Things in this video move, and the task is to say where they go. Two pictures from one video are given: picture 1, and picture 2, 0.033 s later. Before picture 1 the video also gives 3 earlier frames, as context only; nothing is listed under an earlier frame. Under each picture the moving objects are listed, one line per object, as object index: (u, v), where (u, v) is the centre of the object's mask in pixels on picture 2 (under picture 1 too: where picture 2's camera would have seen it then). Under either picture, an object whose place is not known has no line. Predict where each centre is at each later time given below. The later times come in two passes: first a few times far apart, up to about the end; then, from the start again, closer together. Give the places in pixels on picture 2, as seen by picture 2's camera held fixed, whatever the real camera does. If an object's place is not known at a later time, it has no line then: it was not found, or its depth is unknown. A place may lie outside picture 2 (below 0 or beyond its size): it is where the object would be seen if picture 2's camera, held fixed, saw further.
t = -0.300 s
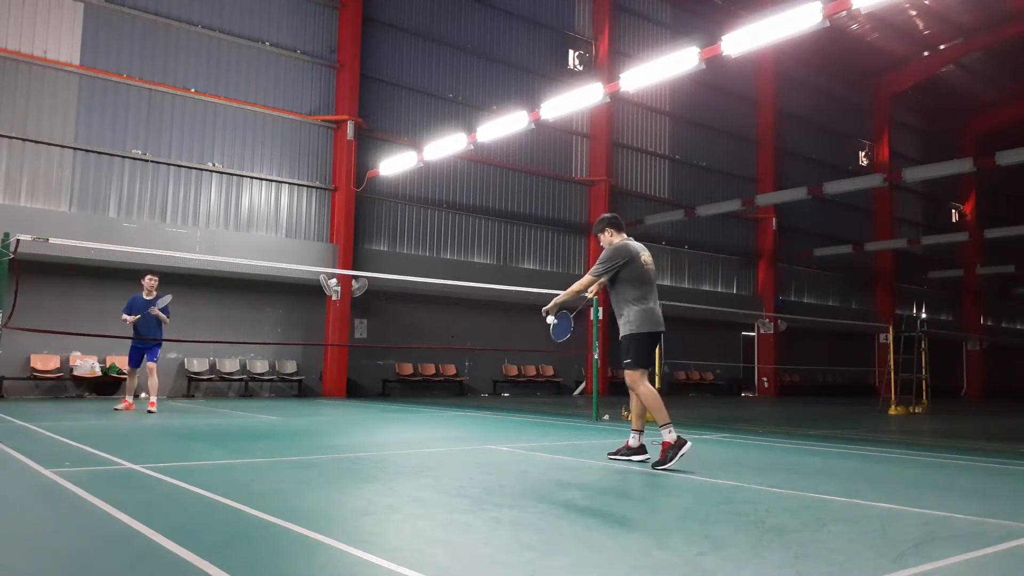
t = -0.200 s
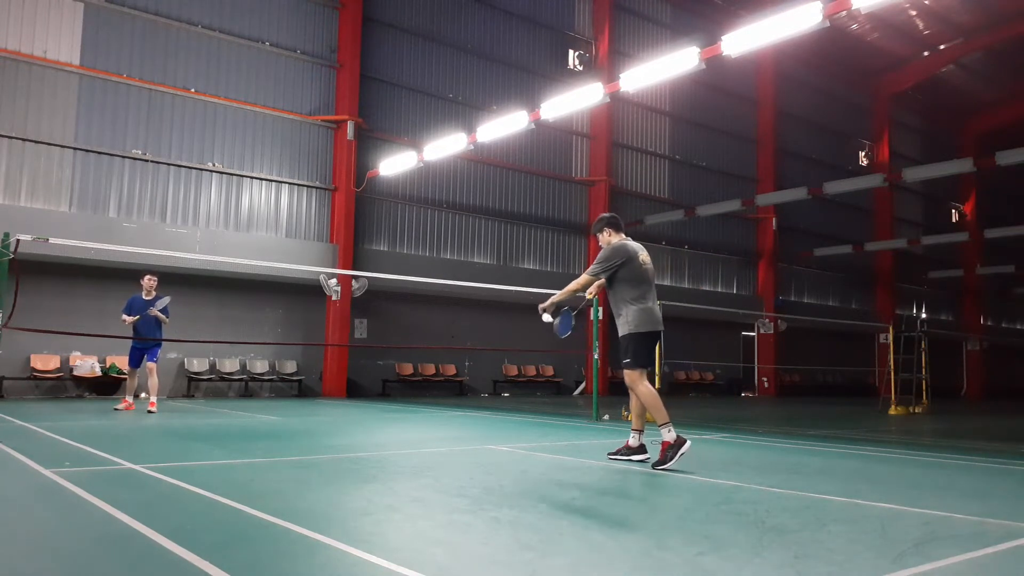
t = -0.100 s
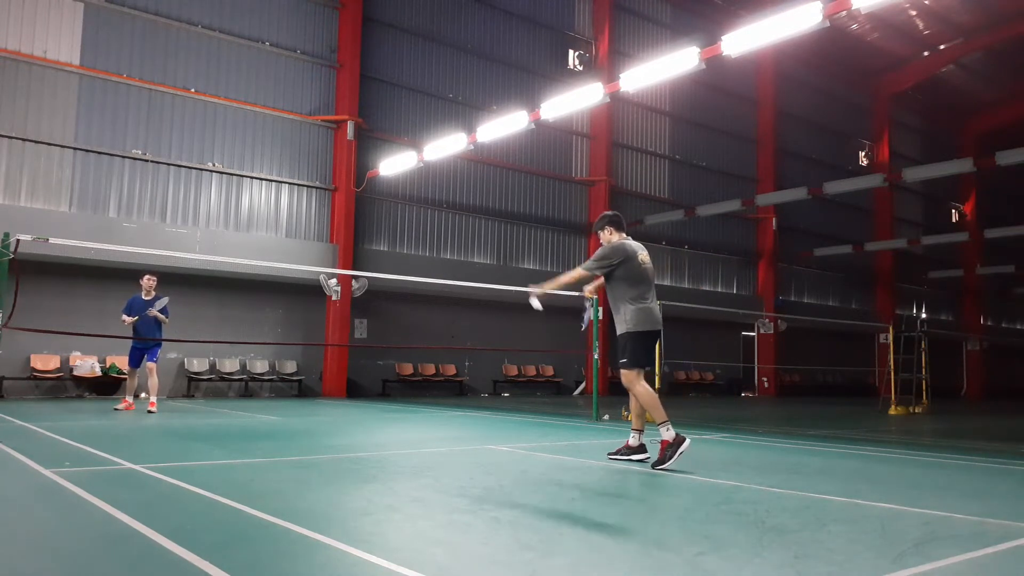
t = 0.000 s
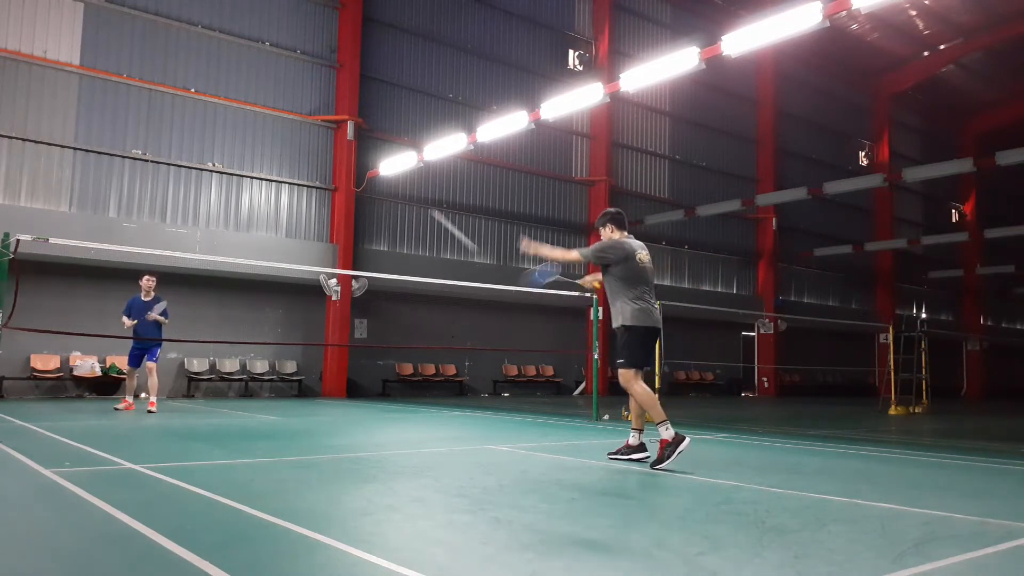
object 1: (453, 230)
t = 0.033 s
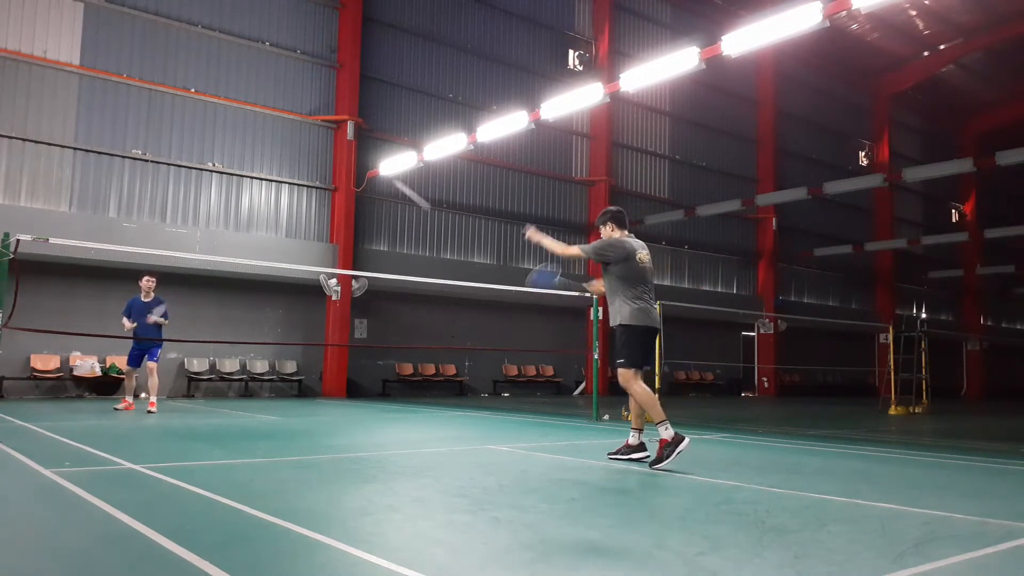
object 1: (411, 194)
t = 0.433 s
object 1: (213, 80)
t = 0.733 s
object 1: (158, 110)
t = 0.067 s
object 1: (370, 163)
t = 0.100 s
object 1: (351, 148)
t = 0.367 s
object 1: (231, 82)
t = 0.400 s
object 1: (222, 81)
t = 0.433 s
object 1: (213, 80)
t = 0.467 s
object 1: (205, 81)
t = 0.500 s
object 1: (198, 83)
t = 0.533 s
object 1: (191, 85)
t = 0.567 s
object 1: (186, 87)
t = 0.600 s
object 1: (179, 91)
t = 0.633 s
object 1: (173, 94)
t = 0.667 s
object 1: (168, 99)
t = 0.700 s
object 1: (163, 105)
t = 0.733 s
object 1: (158, 110)
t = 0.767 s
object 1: (154, 117)
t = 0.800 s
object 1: (149, 123)
